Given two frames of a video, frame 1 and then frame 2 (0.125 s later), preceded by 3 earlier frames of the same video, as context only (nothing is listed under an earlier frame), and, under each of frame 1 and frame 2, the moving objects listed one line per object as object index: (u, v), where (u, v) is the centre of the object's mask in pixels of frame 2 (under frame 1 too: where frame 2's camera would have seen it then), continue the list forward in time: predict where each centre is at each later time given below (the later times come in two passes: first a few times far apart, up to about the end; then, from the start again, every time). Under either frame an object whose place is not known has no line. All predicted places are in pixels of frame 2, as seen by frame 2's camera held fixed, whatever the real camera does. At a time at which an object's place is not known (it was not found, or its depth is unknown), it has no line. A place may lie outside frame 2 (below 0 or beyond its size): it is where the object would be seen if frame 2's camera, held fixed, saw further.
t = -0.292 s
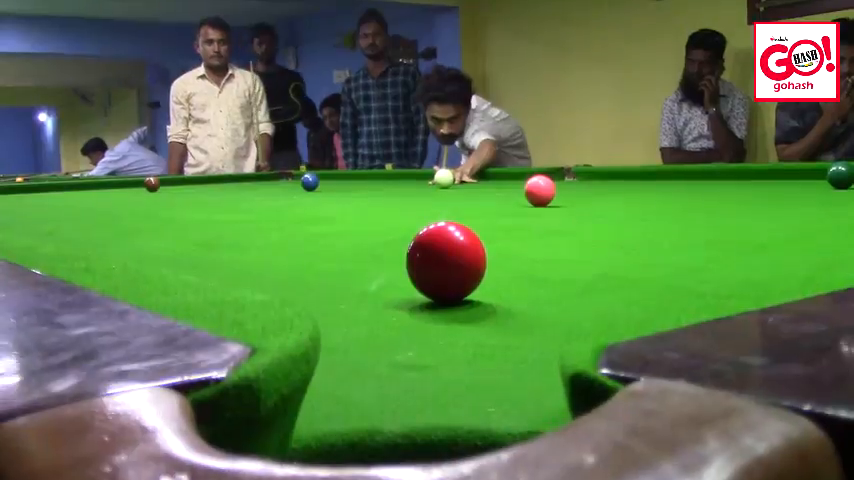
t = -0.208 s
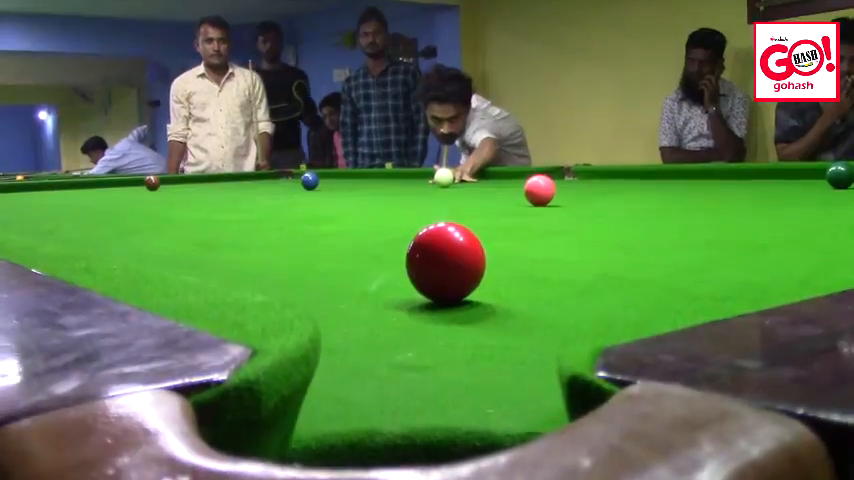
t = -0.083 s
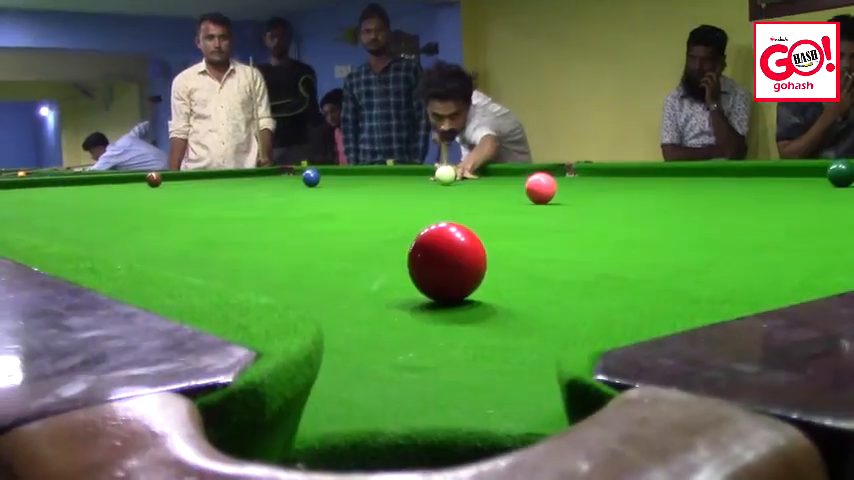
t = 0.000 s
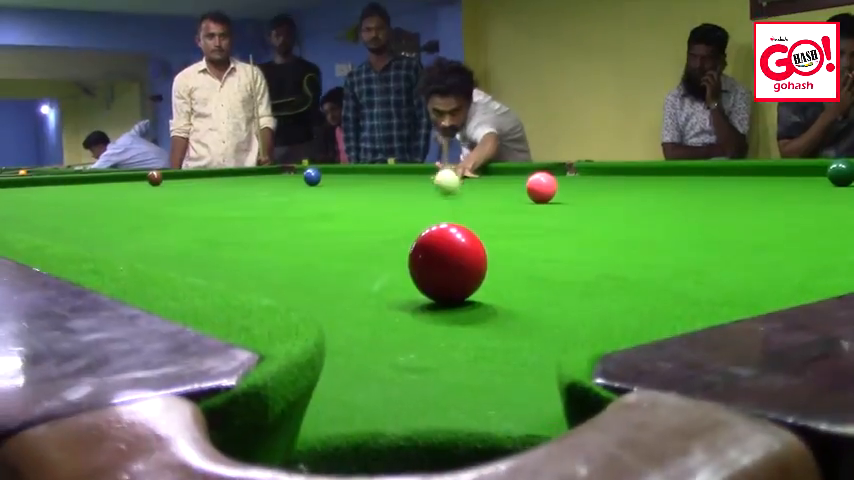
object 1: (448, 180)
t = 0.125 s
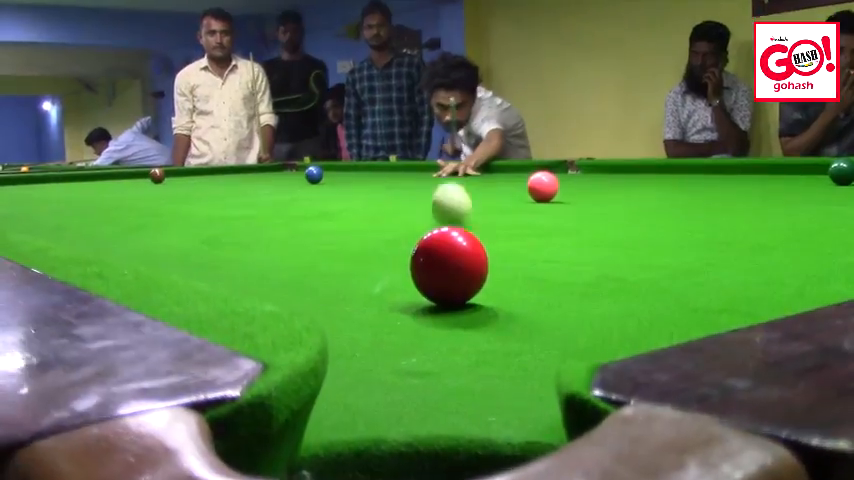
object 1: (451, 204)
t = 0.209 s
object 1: (466, 225)
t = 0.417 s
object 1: (558, 246)
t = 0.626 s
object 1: (626, 238)
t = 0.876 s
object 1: (696, 229)
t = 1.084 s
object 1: (744, 223)
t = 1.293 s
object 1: (785, 217)
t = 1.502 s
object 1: (821, 212)
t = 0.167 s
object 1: (453, 212)
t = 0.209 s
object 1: (466, 225)
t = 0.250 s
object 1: (486, 252)
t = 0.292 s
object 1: (503, 252)
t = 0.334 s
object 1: (522, 252)
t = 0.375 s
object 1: (539, 251)
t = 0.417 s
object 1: (558, 246)
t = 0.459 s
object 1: (571, 246)
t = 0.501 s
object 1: (585, 243)
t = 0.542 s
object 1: (601, 241)
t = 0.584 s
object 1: (614, 239)
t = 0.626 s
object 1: (626, 238)
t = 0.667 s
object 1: (639, 236)
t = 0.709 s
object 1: (651, 235)
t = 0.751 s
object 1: (663, 233)
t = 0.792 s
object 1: (674, 232)
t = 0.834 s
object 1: (685, 230)
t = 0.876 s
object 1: (696, 229)
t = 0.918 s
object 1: (706, 228)
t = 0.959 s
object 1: (716, 226)
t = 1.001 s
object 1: (725, 225)
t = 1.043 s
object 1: (735, 224)
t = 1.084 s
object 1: (744, 223)
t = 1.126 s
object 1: (752, 222)
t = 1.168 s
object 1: (761, 220)
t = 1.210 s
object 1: (769, 219)
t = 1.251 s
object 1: (777, 218)
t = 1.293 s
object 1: (785, 217)
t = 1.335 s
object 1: (793, 216)
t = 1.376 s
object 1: (800, 215)
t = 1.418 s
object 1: (807, 214)
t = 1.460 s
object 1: (814, 213)
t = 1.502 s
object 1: (821, 212)
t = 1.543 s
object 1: (827, 211)
